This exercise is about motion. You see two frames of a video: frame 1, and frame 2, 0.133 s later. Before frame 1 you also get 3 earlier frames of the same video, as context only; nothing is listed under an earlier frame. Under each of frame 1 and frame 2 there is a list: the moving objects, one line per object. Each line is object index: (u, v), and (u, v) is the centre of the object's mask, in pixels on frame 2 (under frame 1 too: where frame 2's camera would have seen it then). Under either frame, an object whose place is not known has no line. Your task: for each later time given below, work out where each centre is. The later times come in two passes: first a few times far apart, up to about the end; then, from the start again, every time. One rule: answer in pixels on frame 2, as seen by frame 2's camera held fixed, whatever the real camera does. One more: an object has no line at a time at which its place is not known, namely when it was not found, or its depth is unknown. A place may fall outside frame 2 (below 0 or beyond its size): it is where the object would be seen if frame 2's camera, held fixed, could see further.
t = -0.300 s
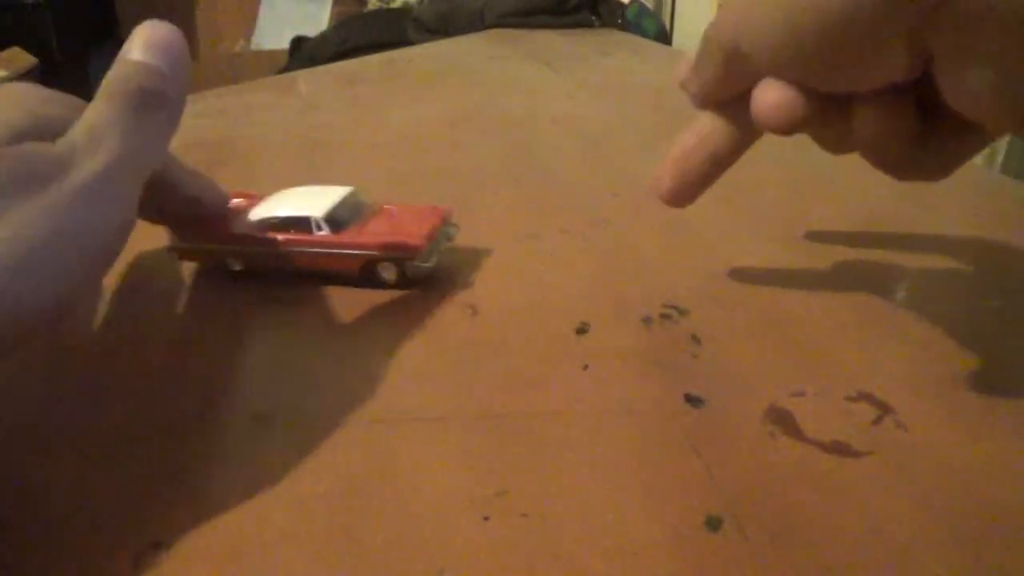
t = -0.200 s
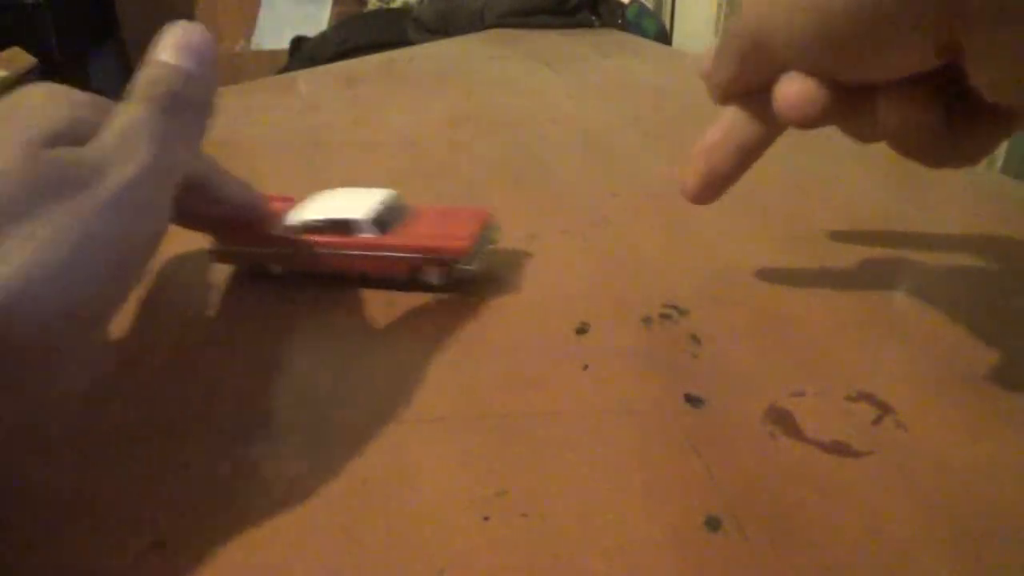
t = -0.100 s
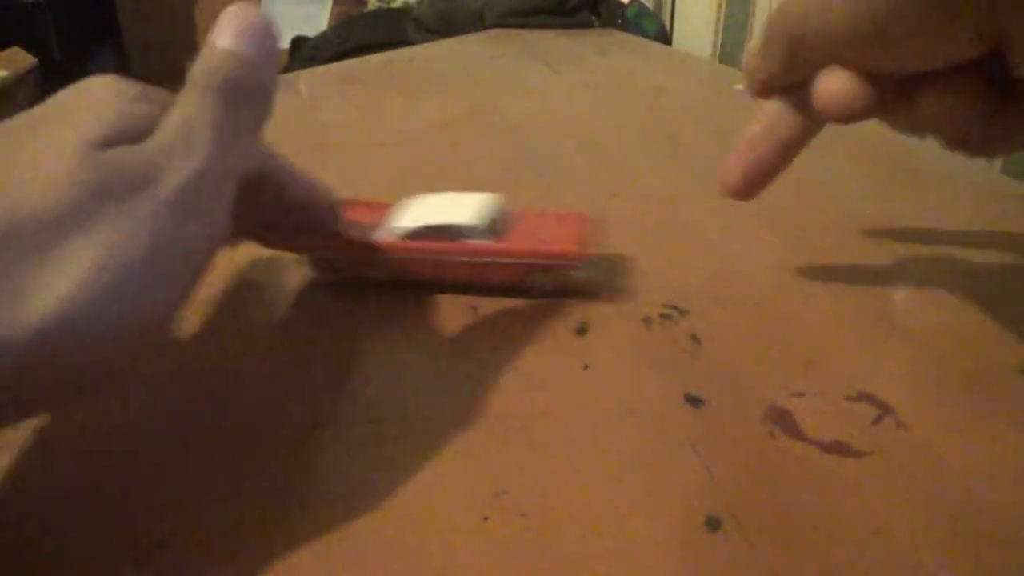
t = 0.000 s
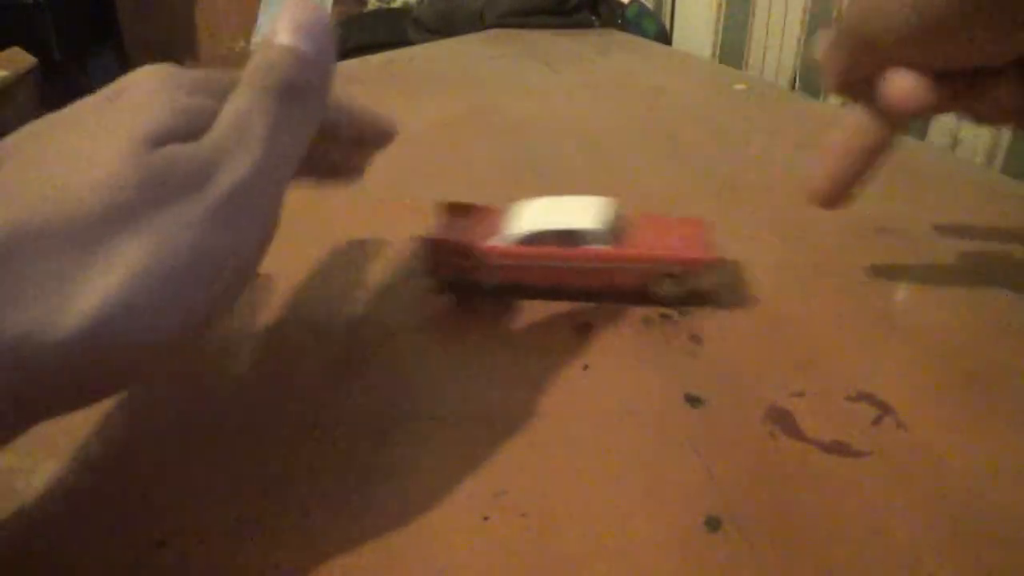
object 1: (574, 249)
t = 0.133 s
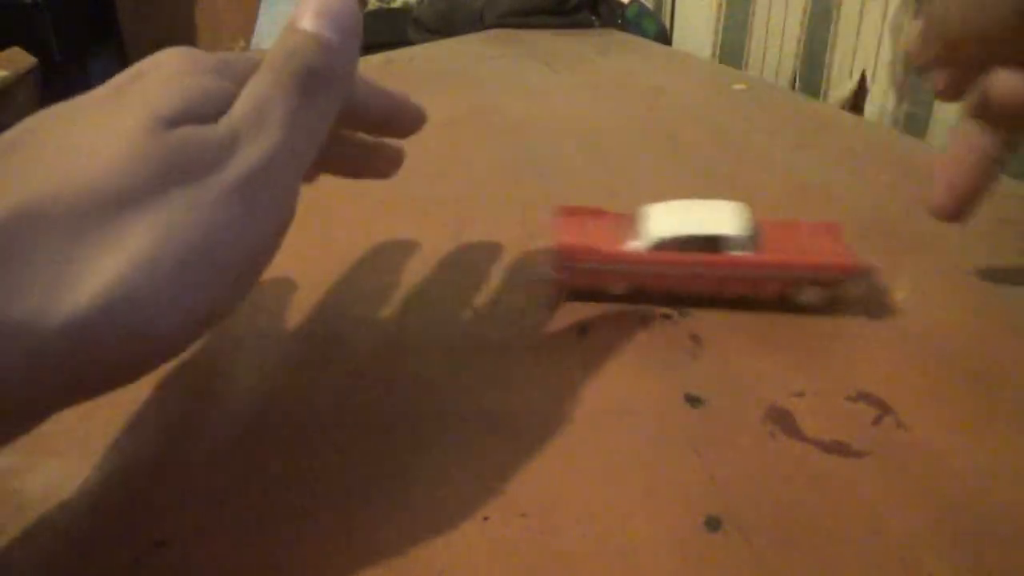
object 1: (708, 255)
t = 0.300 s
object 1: (826, 261)
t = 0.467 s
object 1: (853, 261)
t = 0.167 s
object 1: (732, 255)
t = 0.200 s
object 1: (759, 257)
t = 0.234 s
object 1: (785, 258)
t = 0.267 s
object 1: (806, 259)
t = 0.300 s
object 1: (826, 261)
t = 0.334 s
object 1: (846, 260)
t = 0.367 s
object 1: (860, 261)
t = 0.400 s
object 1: (862, 261)
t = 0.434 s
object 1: (859, 261)
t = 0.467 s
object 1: (853, 261)
